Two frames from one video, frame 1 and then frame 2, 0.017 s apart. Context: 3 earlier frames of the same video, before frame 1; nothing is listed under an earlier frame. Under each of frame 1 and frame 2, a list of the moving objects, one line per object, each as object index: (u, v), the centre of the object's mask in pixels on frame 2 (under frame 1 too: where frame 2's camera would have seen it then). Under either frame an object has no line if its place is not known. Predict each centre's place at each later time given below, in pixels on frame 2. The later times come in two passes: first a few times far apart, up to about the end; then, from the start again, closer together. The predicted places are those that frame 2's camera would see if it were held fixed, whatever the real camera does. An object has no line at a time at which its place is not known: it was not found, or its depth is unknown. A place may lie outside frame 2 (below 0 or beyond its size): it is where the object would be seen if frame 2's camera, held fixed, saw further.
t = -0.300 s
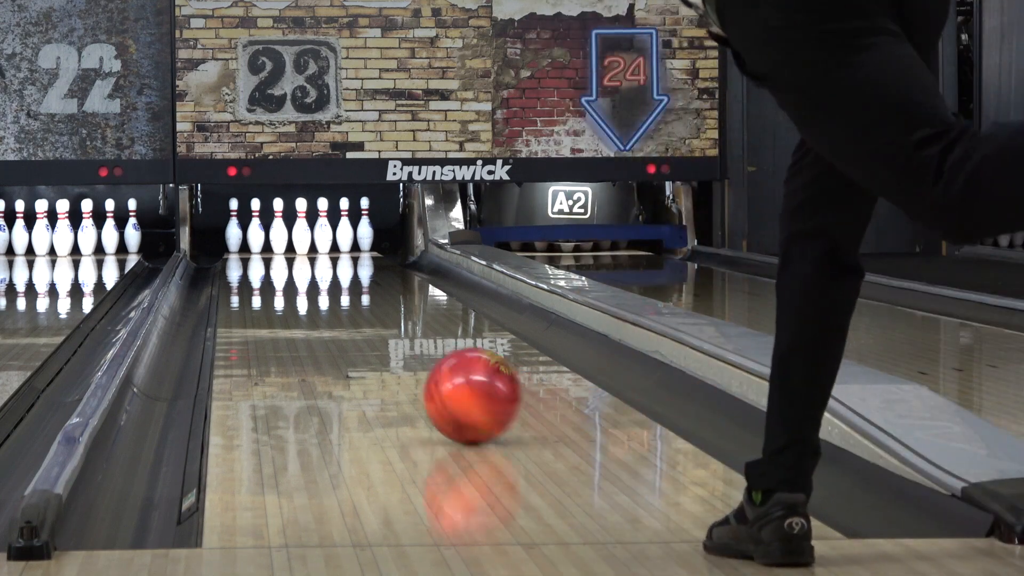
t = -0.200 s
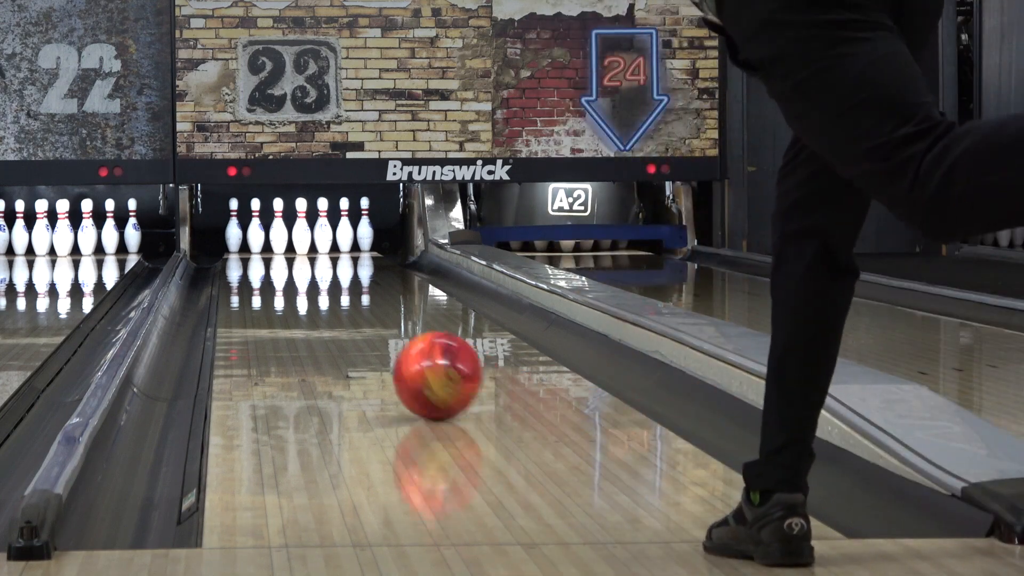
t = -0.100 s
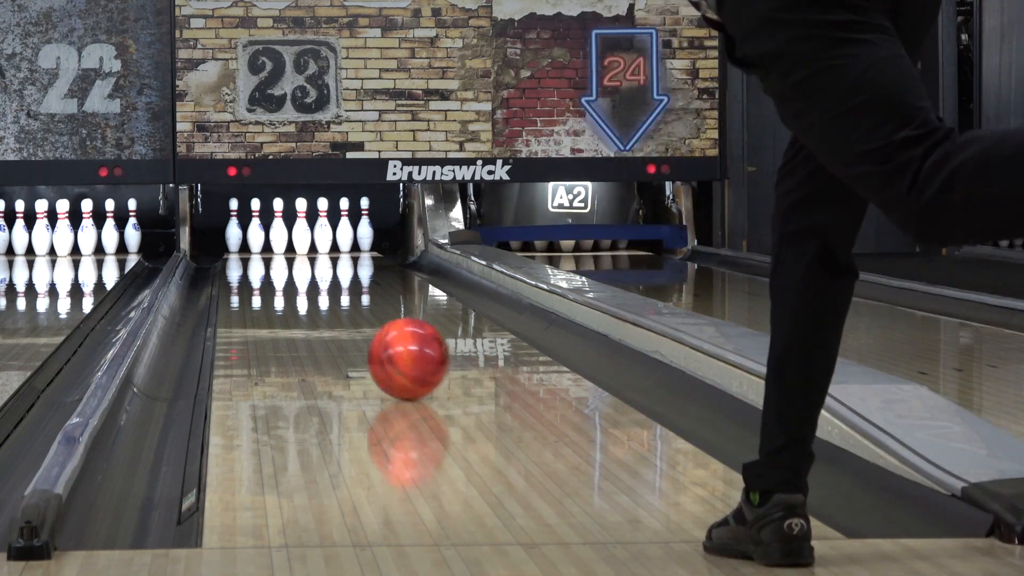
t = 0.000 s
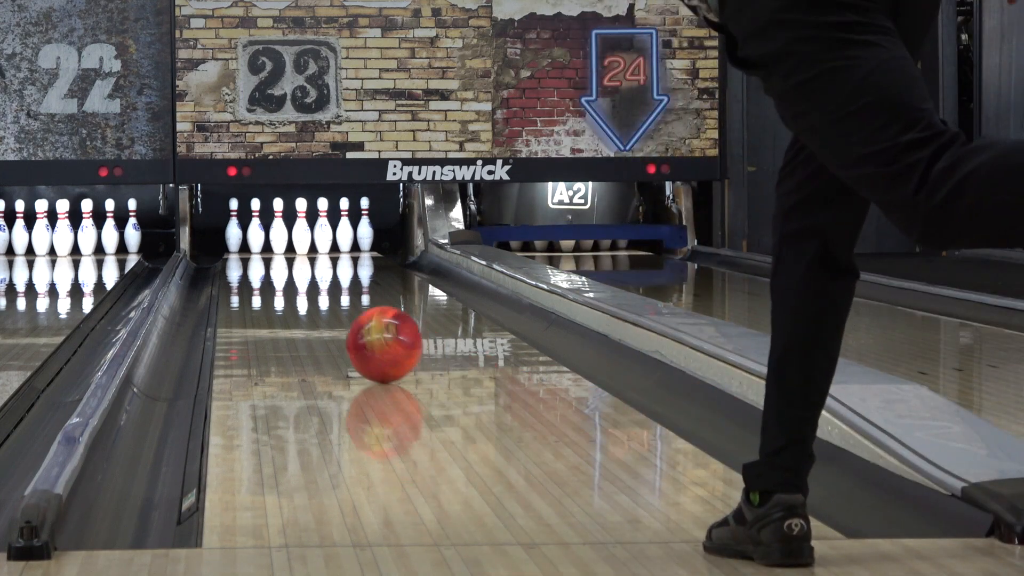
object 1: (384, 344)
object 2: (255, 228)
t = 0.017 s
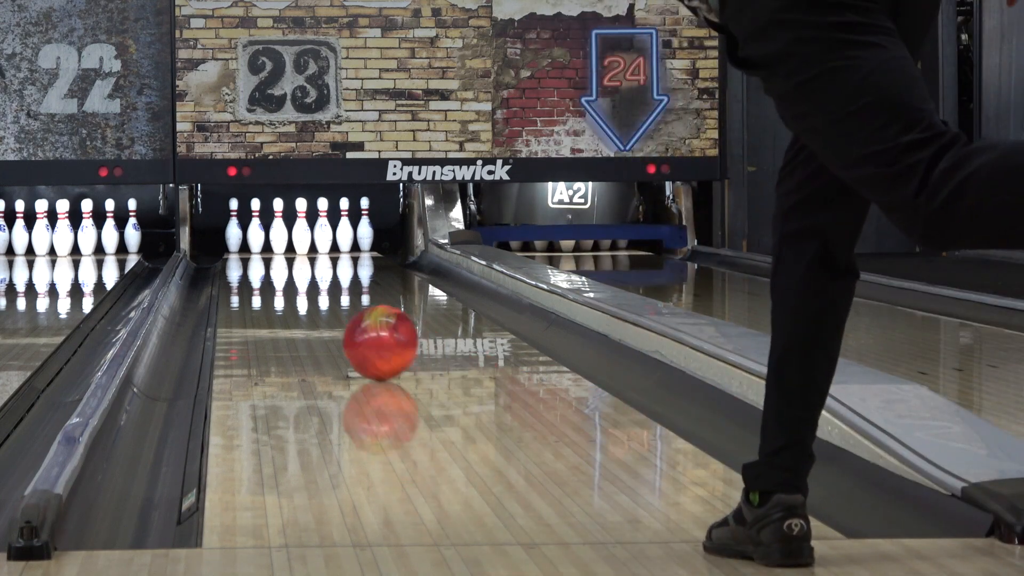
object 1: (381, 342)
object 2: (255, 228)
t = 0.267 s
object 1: (335, 315)
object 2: (255, 228)
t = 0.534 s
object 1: (303, 294)
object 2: (255, 228)
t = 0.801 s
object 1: (280, 279)
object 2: (255, 228)
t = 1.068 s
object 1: (264, 266)
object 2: (255, 226)
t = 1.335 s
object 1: (257, 257)
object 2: (255, 221)
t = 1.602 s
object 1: (263, 249)
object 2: (255, 218)
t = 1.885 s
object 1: (282, 243)
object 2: (255, 228)
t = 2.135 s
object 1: (294, 238)
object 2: (254, 226)
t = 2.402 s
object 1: (312, 236)
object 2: (225, 228)
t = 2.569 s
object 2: (211, 241)
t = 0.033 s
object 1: (377, 340)
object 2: (255, 228)
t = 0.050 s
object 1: (373, 338)
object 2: (255, 228)
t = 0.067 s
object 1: (369, 336)
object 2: (255, 228)
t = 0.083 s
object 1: (366, 334)
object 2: (255, 228)
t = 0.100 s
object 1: (364, 332)
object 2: (255, 228)
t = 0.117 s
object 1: (360, 330)
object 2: (255, 228)
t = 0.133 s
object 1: (358, 328)
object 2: (255, 228)
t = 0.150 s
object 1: (354, 327)
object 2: (255, 228)
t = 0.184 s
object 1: (349, 323)
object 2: (255, 228)
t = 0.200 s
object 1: (346, 322)
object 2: (255, 228)
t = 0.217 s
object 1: (343, 320)
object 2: (255, 228)
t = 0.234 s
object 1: (340, 319)
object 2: (255, 228)
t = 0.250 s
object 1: (338, 317)
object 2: (255, 228)
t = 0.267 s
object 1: (335, 315)
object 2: (255, 228)
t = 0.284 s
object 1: (333, 314)
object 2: (255, 228)
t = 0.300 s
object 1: (331, 312)
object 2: (255, 228)
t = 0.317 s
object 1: (329, 311)
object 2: (255, 228)
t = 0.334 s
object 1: (327, 309)
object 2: (255, 228)
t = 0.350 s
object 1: (324, 308)
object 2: (255, 228)
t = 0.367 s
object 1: (322, 307)
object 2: (255, 228)
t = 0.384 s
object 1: (320, 305)
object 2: (255, 228)
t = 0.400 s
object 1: (317, 304)
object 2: (255, 228)
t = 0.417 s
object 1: (315, 302)
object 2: (255, 228)
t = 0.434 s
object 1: (313, 301)
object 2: (255, 228)
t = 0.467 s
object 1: (310, 299)
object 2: (255, 228)
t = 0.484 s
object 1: (308, 298)
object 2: (255, 228)
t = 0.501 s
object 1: (306, 297)
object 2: (255, 228)
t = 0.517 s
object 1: (305, 296)
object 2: (255, 228)
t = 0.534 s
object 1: (303, 294)
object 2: (255, 228)
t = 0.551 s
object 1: (301, 293)
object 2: (255, 228)
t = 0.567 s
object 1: (299, 292)
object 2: (255, 228)
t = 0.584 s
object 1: (298, 291)
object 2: (255, 228)
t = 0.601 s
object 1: (296, 290)
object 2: (255, 228)
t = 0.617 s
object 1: (294, 289)
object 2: (255, 228)
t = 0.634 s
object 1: (293, 288)
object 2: (255, 228)
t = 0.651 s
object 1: (291, 287)
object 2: (255, 228)
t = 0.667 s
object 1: (290, 286)
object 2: (255, 228)
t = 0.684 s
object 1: (289, 285)
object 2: (255, 228)
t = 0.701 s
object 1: (288, 284)
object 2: (255, 228)
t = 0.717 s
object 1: (286, 283)
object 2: (255, 228)
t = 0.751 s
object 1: (284, 281)
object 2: (255, 228)
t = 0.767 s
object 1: (282, 280)
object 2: (255, 228)
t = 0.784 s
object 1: (281, 280)
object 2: (255, 228)
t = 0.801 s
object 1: (280, 279)
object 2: (255, 228)
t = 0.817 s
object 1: (279, 278)
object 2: (255, 228)
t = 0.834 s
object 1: (278, 277)
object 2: (255, 228)
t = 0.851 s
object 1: (276, 276)
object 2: (255, 228)
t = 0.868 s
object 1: (275, 275)
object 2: (255, 228)
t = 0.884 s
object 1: (274, 275)
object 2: (255, 228)
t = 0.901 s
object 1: (273, 274)
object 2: (255, 228)
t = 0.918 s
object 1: (272, 273)
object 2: (255, 228)
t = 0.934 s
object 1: (271, 272)
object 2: (255, 228)
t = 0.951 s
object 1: (270, 271)
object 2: (255, 228)
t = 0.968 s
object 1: (269, 271)
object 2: (255, 228)
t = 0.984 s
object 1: (268, 270)
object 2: (255, 227)
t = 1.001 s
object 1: (268, 269)
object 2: (255, 227)
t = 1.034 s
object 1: (266, 268)
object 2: (255, 226)
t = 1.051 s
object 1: (265, 267)
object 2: (255, 226)
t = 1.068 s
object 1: (264, 266)
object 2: (255, 226)
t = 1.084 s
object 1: (264, 266)
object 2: (255, 225)
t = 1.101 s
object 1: (263, 265)
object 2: (255, 225)
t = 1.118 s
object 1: (262, 264)
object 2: (255, 225)
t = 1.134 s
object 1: (261, 264)
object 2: (255, 224)
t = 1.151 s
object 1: (261, 263)
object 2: (255, 224)
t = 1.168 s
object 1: (260, 263)
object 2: (255, 224)
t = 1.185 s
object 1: (260, 262)
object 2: (255, 223)
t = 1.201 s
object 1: (259, 261)
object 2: (255, 223)
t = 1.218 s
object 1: (259, 261)
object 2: (255, 223)
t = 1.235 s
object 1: (258, 260)
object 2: (255, 222)
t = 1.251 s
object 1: (258, 259)
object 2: (255, 222)
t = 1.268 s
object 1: (258, 259)
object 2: (255, 222)
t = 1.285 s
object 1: (257, 259)
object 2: (255, 222)
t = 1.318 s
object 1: (257, 258)
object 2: (255, 221)
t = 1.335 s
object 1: (257, 257)
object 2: (255, 221)
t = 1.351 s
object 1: (257, 256)
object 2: (255, 220)
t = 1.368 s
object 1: (257, 256)
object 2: (255, 220)
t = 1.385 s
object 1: (257, 255)
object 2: (255, 220)
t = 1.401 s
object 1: (257, 255)
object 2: (255, 220)
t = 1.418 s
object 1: (257, 254)
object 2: (255, 219)
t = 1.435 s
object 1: (257, 254)
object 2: (255, 219)
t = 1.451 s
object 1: (258, 253)
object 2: (255, 219)
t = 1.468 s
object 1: (258, 253)
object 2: (255, 219)
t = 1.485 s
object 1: (258, 252)
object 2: (255, 218)
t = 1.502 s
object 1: (259, 252)
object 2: (255, 218)
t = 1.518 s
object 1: (259, 251)
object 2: (255, 218)
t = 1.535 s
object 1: (260, 251)
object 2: (255, 218)
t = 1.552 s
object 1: (261, 251)
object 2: (255, 218)
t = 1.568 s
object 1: (261, 250)
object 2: (255, 218)
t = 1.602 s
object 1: (263, 249)
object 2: (255, 218)
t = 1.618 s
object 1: (264, 249)
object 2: (255, 218)
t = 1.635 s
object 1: (264, 248)
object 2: (254, 219)
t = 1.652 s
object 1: (265, 248)
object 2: (254, 219)
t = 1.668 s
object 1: (266, 248)
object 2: (254, 220)
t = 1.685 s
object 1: (268, 247)
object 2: (254, 221)
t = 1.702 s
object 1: (269, 247)
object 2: (254, 222)
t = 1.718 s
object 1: (270, 247)
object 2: (254, 223)
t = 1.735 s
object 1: (271, 246)
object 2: (254, 224)
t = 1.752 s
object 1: (272, 246)
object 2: (254, 225)
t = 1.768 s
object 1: (273, 245)
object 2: (254, 225)
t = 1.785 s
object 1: (275, 245)
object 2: (255, 226)
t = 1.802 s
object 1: (276, 244)
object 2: (255, 227)
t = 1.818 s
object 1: (277, 244)
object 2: (255, 228)
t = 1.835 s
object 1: (278, 244)
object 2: (255, 228)
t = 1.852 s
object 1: (280, 243)
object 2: (255, 228)
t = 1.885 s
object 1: (282, 243)
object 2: (255, 228)
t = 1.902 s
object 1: (283, 242)
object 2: (255, 228)
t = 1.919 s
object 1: (285, 242)
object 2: (255, 228)
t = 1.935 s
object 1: (286, 242)
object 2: (255, 228)
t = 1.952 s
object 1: (287, 241)
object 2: (255, 228)
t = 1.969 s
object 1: (288, 241)
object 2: (255, 228)
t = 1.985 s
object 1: (290, 241)
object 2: (255, 228)
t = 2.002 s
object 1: (291, 240)
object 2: (255, 228)
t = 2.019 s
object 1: (292, 240)
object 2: (255, 228)
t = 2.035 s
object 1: (293, 240)
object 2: (255, 228)
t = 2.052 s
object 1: (293, 239)
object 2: (255, 228)
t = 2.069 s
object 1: (293, 239)
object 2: (255, 228)
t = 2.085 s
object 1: (293, 239)
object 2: (255, 228)
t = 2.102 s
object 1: (293, 239)
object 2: (255, 228)
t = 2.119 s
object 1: (293, 239)
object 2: (255, 228)
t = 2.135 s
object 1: (294, 238)
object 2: (254, 226)
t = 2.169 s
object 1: (296, 238)
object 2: (248, 229)
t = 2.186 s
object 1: (297, 238)
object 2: (245, 227)
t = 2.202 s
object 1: (298, 238)
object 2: (243, 226)
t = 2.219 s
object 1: (299, 237)
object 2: (240, 226)
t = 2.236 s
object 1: (299, 237)
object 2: (238, 226)
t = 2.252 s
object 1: (300, 237)
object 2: (237, 225)
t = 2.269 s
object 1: (301, 237)
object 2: (236, 225)
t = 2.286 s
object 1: (303, 237)
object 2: (234, 225)
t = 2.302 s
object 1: (304, 237)
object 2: (233, 226)
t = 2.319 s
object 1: (306, 237)
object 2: (232, 226)
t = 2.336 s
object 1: (307, 237)
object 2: (230, 227)
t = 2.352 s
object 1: (308, 237)
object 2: (229, 228)
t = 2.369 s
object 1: (309, 236)
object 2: (228, 227)
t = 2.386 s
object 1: (311, 236)
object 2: (226, 228)
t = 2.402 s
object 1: (312, 236)
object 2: (225, 228)
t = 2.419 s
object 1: (313, 236)
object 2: (224, 228)
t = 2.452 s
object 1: (315, 233)
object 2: (221, 229)
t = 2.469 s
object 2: (220, 230)
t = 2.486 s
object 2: (218, 231)
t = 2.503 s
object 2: (217, 232)
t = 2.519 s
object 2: (215, 233)
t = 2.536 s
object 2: (214, 235)
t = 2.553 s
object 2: (213, 238)
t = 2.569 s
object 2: (211, 241)
